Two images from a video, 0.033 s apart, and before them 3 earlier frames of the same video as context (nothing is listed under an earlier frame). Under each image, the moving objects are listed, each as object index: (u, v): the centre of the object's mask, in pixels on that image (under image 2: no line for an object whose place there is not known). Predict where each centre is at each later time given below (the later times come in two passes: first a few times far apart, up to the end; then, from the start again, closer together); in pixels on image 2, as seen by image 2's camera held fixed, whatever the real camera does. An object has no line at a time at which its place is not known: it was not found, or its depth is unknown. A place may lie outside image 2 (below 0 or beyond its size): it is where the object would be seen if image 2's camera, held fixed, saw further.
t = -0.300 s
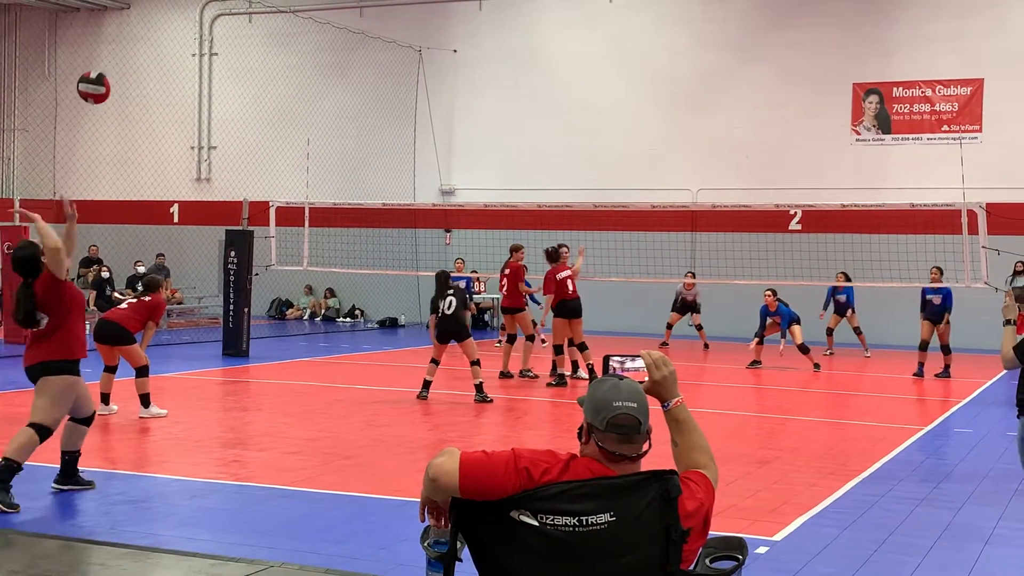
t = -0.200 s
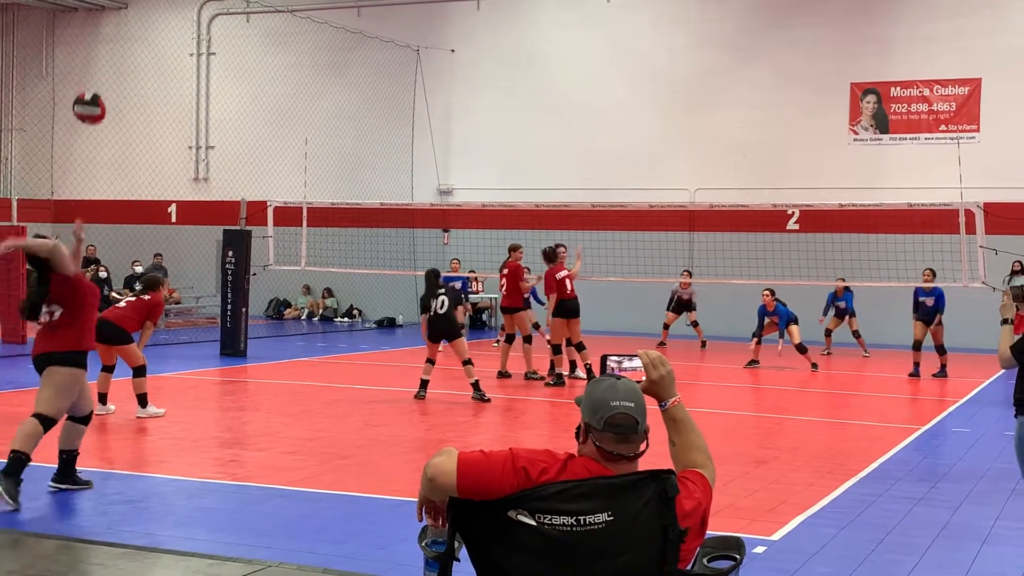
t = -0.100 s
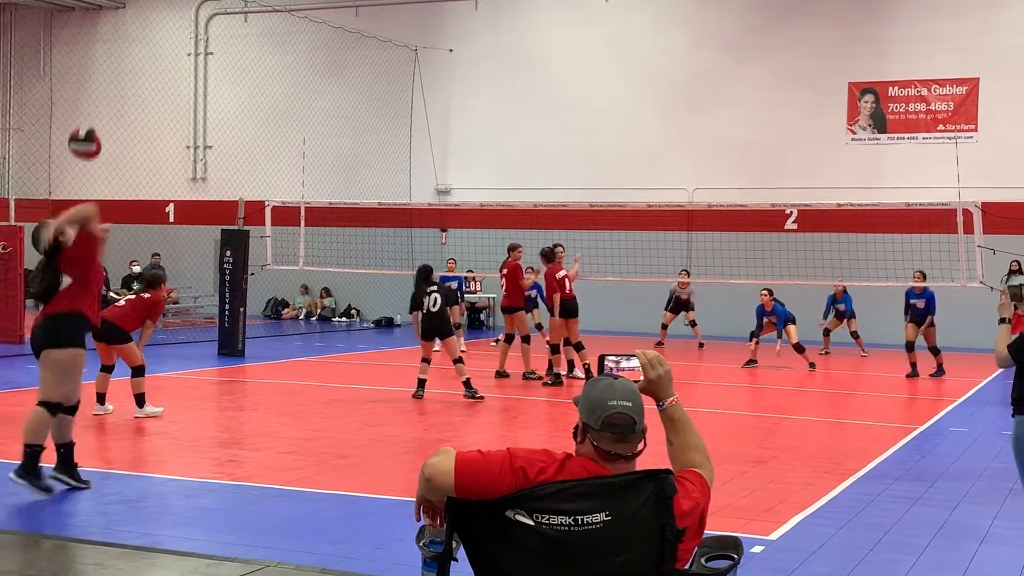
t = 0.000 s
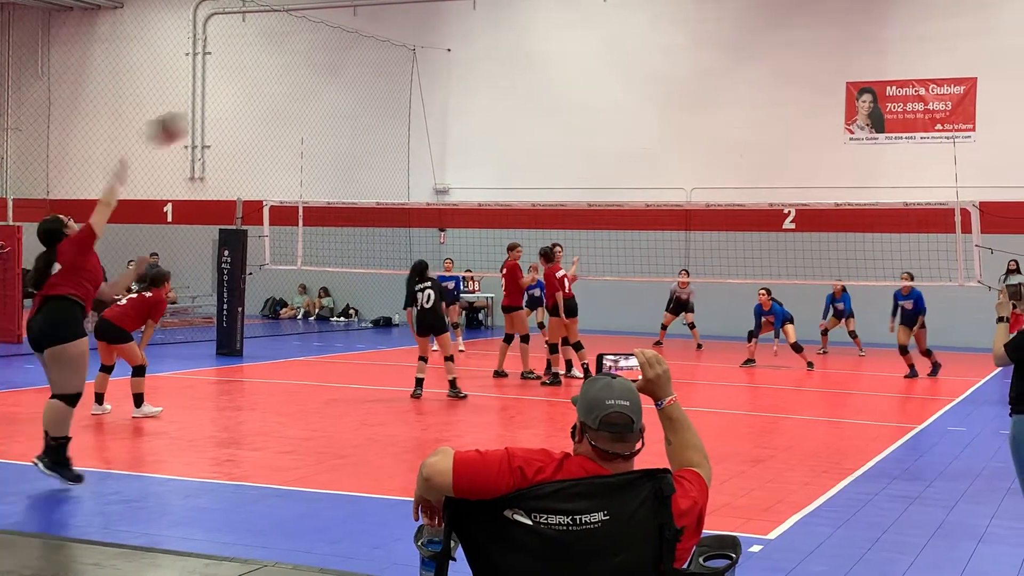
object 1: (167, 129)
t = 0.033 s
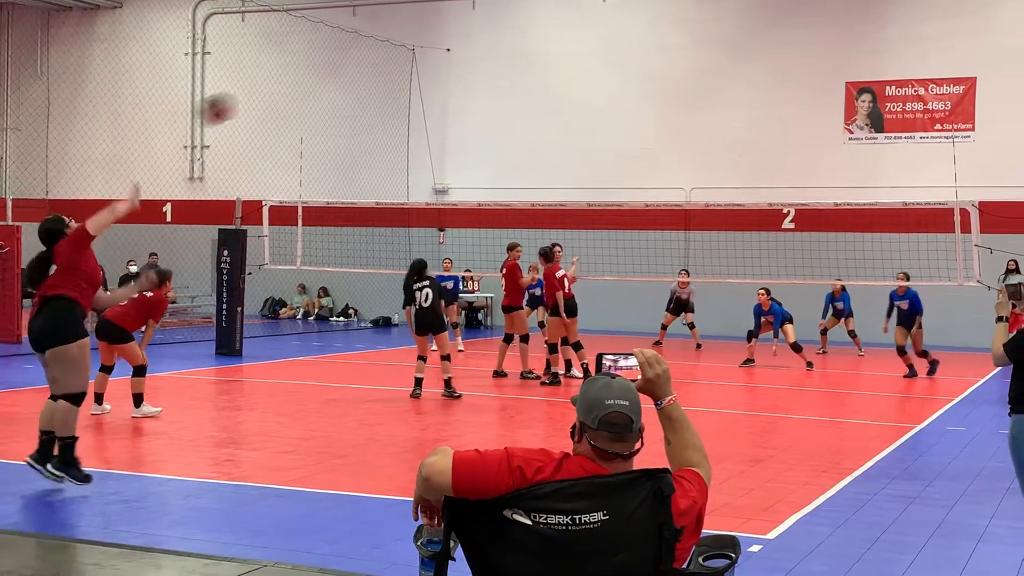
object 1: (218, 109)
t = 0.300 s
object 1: (485, 36)
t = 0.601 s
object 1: (656, 54)
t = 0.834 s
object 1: (739, 101)
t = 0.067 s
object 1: (261, 93)
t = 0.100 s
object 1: (301, 79)
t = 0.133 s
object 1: (341, 66)
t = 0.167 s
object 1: (375, 56)
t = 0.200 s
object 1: (405, 50)
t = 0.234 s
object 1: (433, 44)
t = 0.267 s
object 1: (459, 40)
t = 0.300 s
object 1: (485, 36)
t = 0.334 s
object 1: (509, 35)
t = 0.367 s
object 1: (531, 34)
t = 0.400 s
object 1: (551, 35)
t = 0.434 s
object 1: (571, 36)
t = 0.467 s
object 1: (590, 38)
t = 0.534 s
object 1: (624, 45)
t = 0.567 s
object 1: (641, 49)
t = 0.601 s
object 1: (656, 54)
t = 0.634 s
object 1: (670, 59)
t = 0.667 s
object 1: (683, 64)
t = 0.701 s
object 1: (696, 71)
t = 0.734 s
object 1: (707, 77)
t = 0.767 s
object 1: (719, 84)
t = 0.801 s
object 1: (729, 92)
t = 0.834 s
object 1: (739, 101)
